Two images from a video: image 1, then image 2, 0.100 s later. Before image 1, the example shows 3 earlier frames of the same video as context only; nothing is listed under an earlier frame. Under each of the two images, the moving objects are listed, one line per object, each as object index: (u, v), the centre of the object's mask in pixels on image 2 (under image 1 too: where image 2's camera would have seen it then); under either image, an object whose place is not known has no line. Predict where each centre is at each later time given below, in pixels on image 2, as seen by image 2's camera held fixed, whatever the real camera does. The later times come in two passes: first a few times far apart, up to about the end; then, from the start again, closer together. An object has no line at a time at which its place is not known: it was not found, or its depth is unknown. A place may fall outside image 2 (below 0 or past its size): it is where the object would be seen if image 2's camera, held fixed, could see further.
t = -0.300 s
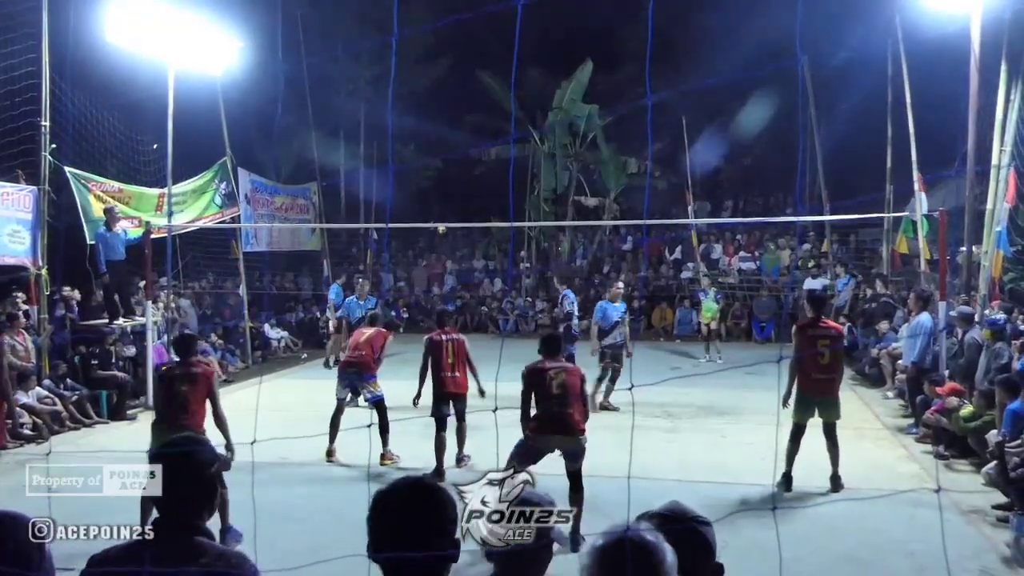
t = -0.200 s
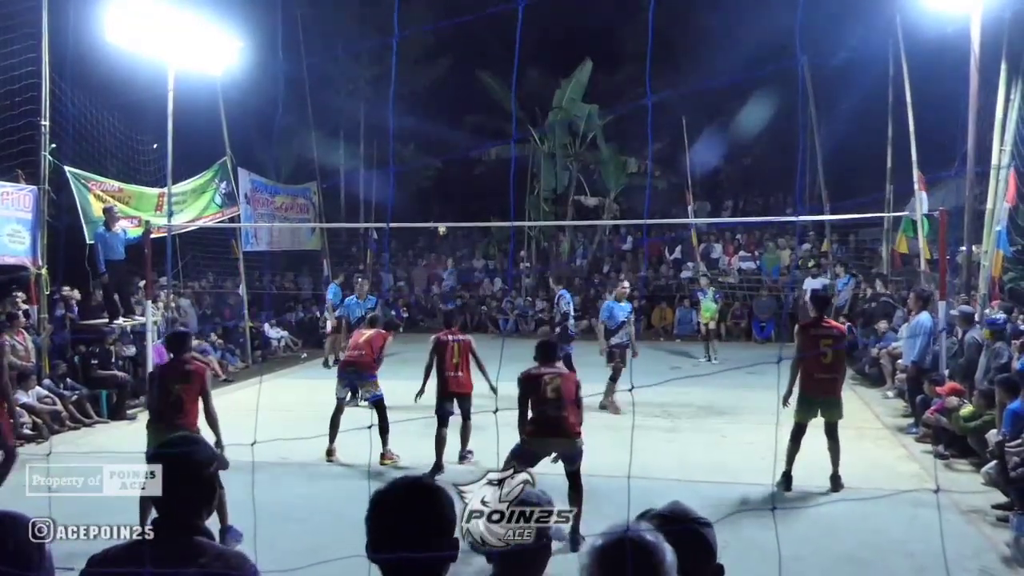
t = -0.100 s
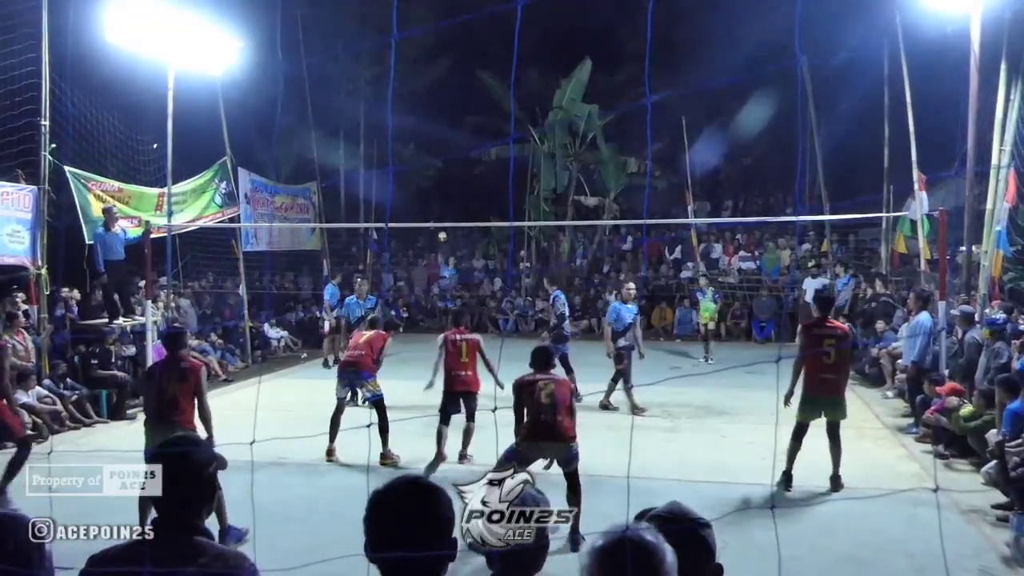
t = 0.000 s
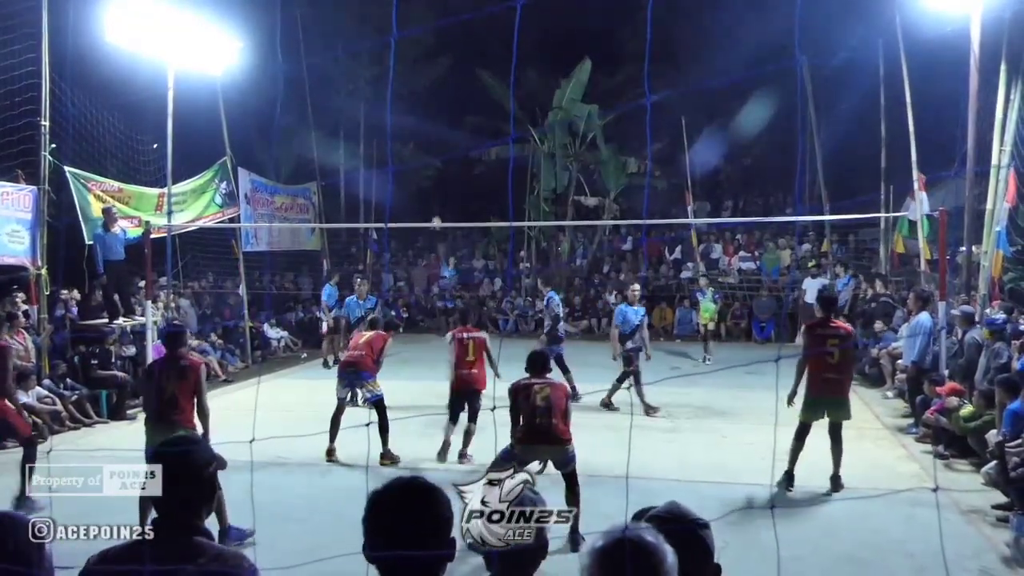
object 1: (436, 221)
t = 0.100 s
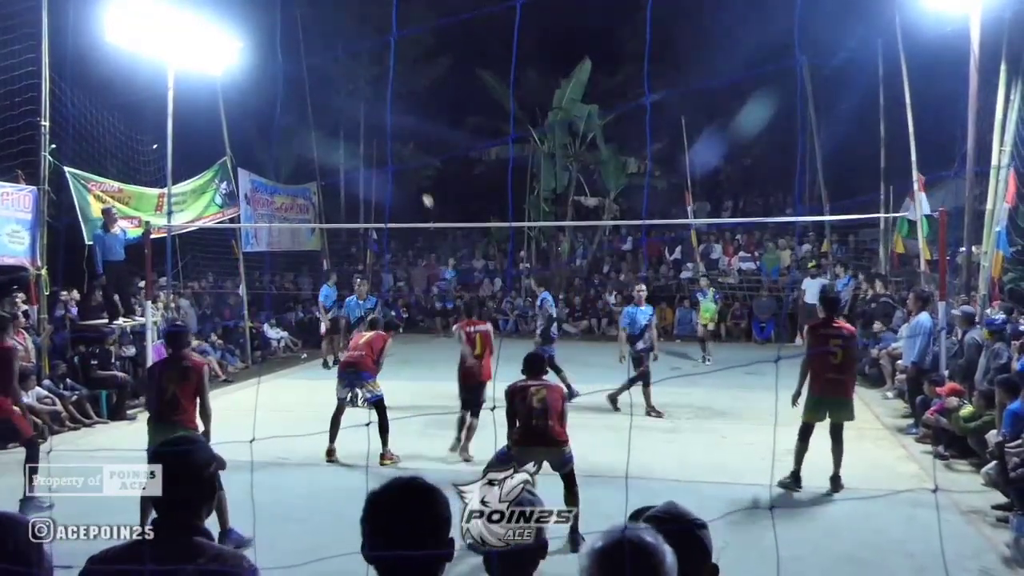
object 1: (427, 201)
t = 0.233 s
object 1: (412, 173)
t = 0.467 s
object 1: (375, 137)
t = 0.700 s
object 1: (325, 132)
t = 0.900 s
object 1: (269, 163)
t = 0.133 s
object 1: (424, 193)
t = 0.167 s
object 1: (420, 186)
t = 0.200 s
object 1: (416, 179)
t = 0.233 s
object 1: (412, 173)
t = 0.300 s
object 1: (403, 161)
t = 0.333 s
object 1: (398, 155)
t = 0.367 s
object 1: (393, 149)
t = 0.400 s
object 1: (387, 145)
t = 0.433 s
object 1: (381, 140)
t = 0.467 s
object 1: (375, 137)
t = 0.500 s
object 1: (369, 134)
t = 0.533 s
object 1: (362, 132)
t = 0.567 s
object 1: (355, 131)
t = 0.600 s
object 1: (348, 130)
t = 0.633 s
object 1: (340, 130)
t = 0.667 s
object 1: (333, 131)
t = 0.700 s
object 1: (325, 132)
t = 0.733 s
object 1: (317, 135)
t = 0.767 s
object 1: (308, 138)
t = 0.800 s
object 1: (299, 142)
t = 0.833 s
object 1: (290, 147)
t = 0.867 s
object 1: (280, 154)
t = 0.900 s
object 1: (269, 163)
